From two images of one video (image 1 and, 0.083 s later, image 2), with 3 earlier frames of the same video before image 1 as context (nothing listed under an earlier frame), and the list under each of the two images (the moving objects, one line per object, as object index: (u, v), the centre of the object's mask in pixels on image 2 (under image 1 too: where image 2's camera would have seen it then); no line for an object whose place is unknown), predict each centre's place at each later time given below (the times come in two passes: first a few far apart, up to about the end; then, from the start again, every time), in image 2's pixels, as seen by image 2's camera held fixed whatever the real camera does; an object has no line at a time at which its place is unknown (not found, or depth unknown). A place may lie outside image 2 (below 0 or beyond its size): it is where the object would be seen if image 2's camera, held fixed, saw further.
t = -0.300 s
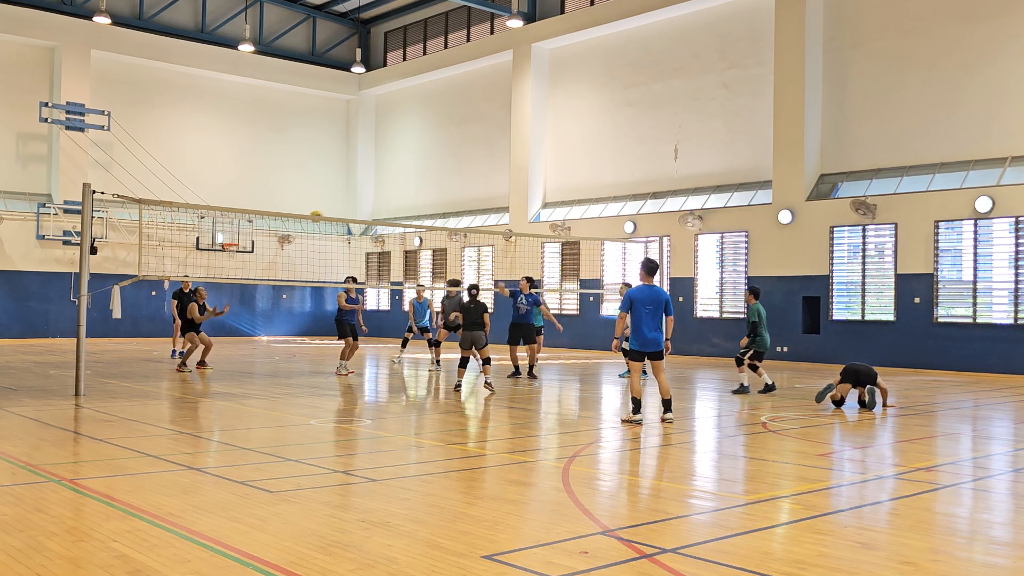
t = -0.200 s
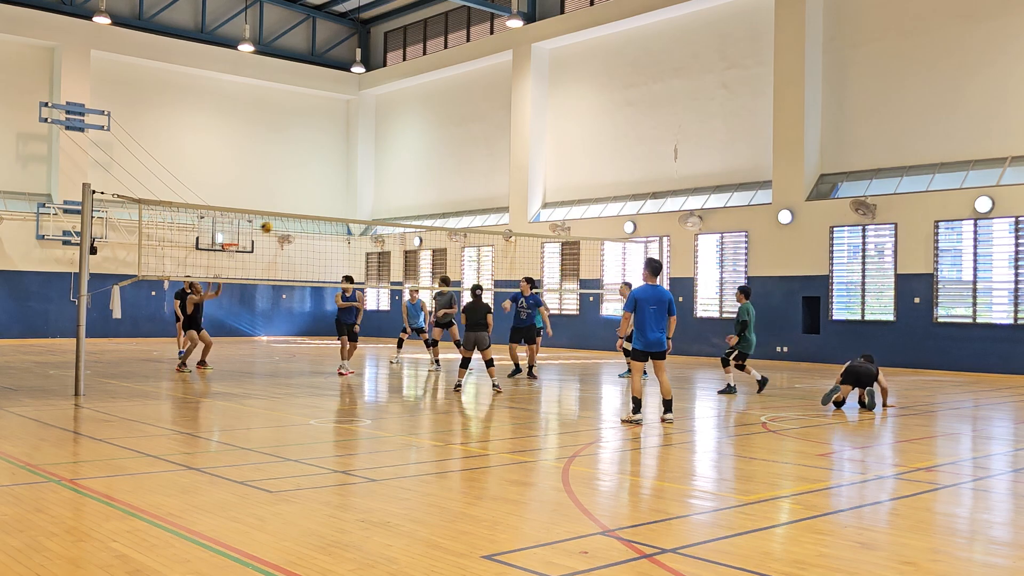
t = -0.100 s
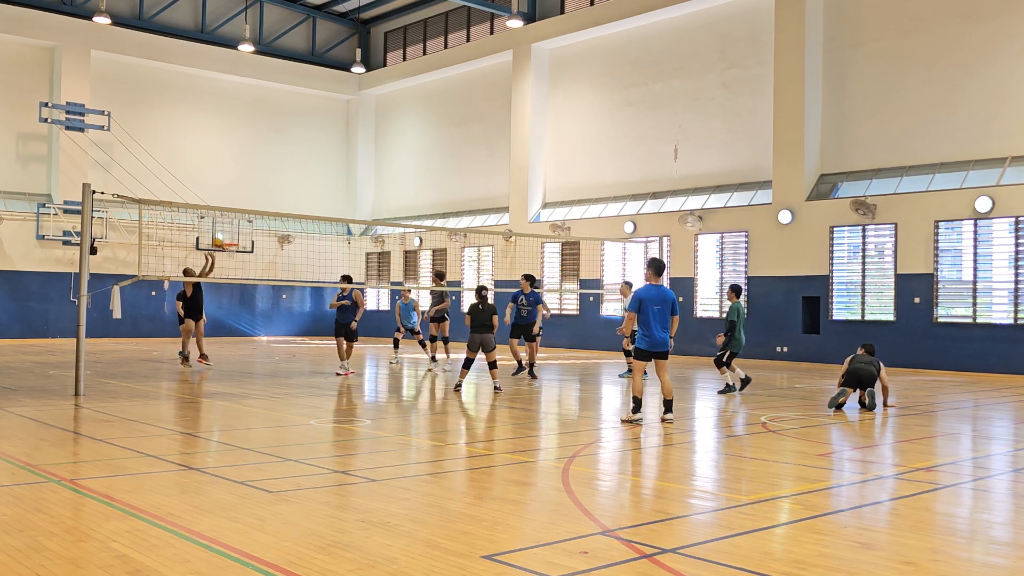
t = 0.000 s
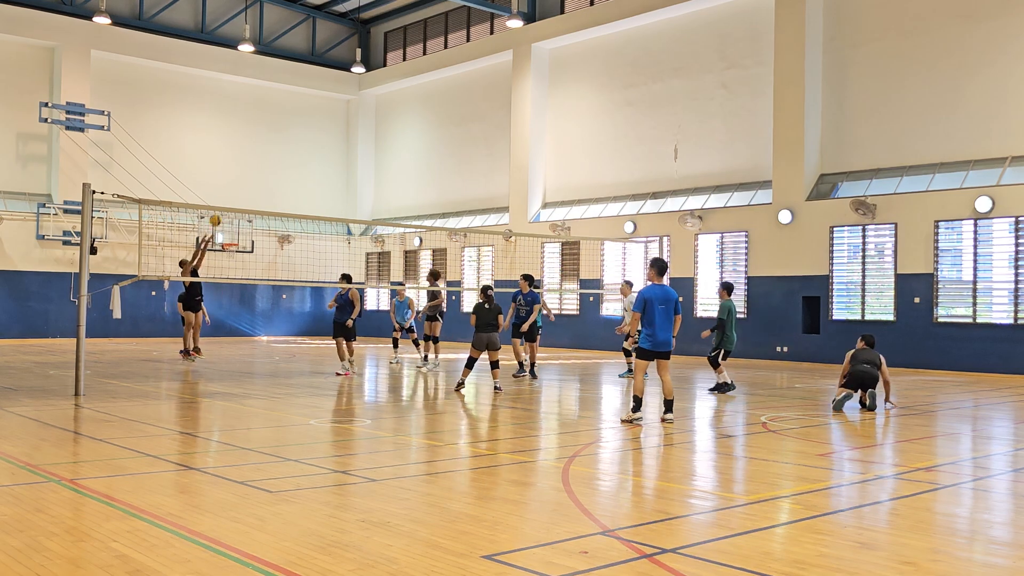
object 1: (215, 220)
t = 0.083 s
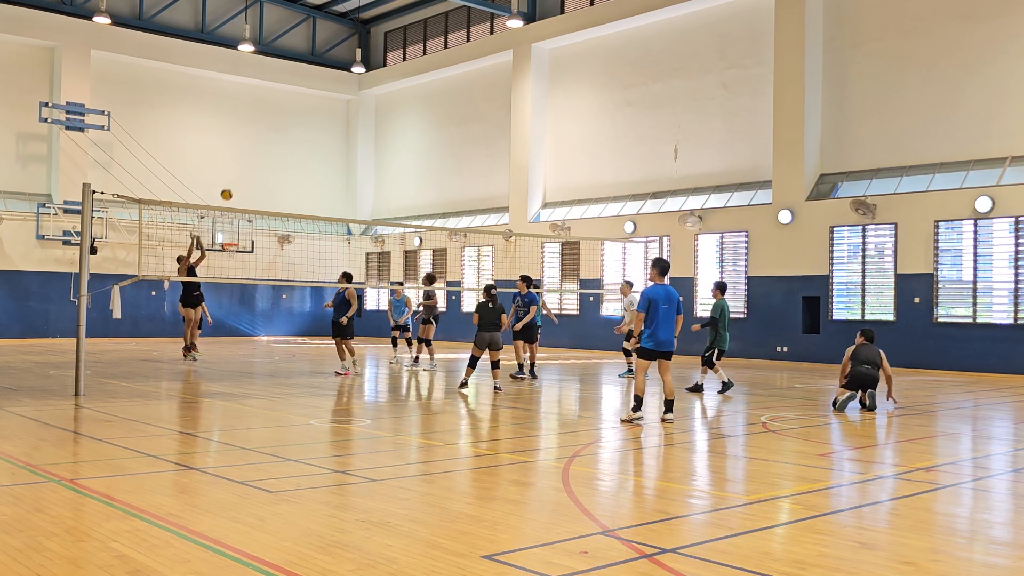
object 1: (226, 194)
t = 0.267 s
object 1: (251, 152)
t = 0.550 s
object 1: (288, 126)
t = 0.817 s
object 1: (321, 142)
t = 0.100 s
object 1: (229, 190)
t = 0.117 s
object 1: (231, 185)
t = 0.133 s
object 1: (233, 181)
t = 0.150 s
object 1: (235, 177)
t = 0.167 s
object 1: (238, 173)
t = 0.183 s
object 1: (240, 169)
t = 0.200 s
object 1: (242, 165)
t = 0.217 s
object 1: (244, 162)
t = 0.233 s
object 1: (246, 159)
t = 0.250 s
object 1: (249, 155)
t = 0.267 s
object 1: (251, 152)
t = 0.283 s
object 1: (253, 149)
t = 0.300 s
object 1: (255, 147)
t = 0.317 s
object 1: (257, 144)
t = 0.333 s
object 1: (260, 142)
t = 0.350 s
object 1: (262, 140)
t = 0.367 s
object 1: (264, 138)
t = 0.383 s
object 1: (266, 136)
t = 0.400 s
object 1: (268, 134)
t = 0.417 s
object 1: (270, 133)
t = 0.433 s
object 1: (272, 131)
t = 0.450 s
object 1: (275, 130)
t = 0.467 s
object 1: (277, 128)
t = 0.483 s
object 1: (279, 128)
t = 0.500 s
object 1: (281, 127)
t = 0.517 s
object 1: (283, 126)
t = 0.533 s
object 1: (285, 126)
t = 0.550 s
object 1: (288, 126)
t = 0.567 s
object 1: (290, 125)
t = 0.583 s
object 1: (292, 125)
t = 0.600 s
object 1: (294, 125)
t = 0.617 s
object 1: (296, 125)
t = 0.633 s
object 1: (298, 126)
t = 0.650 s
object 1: (300, 127)
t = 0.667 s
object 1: (302, 127)
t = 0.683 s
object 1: (304, 128)
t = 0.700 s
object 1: (307, 129)
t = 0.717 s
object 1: (309, 131)
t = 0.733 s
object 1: (310, 132)
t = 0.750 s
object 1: (313, 134)
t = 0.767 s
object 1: (315, 135)
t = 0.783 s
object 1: (317, 137)
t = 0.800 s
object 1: (319, 139)
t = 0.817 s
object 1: (321, 142)
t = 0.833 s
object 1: (323, 144)
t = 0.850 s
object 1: (325, 146)
